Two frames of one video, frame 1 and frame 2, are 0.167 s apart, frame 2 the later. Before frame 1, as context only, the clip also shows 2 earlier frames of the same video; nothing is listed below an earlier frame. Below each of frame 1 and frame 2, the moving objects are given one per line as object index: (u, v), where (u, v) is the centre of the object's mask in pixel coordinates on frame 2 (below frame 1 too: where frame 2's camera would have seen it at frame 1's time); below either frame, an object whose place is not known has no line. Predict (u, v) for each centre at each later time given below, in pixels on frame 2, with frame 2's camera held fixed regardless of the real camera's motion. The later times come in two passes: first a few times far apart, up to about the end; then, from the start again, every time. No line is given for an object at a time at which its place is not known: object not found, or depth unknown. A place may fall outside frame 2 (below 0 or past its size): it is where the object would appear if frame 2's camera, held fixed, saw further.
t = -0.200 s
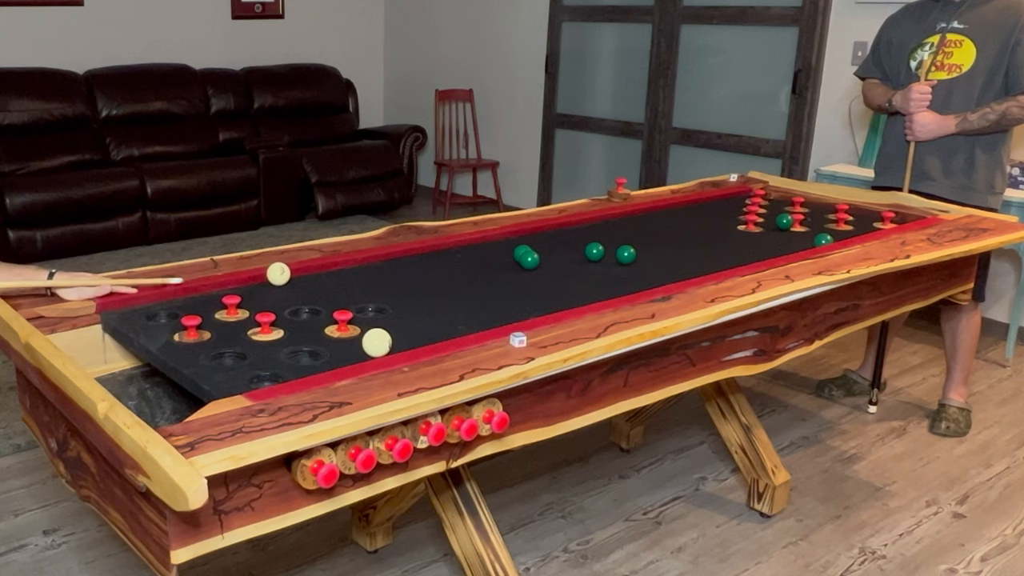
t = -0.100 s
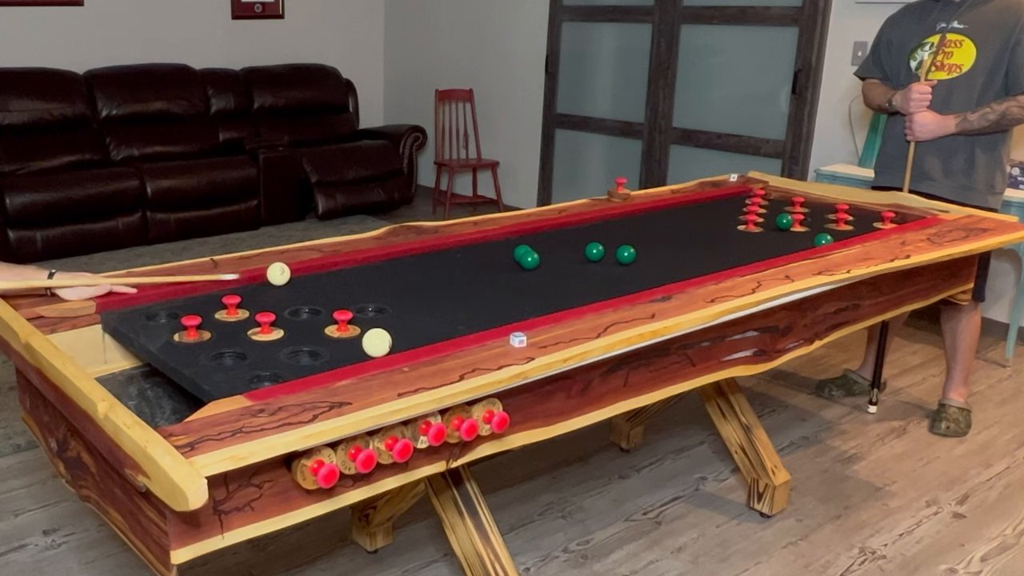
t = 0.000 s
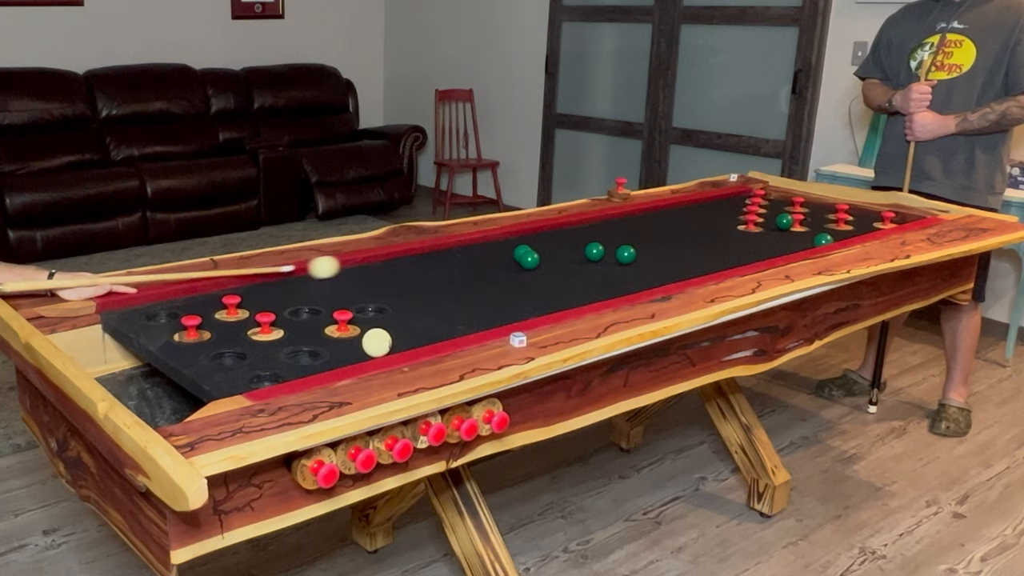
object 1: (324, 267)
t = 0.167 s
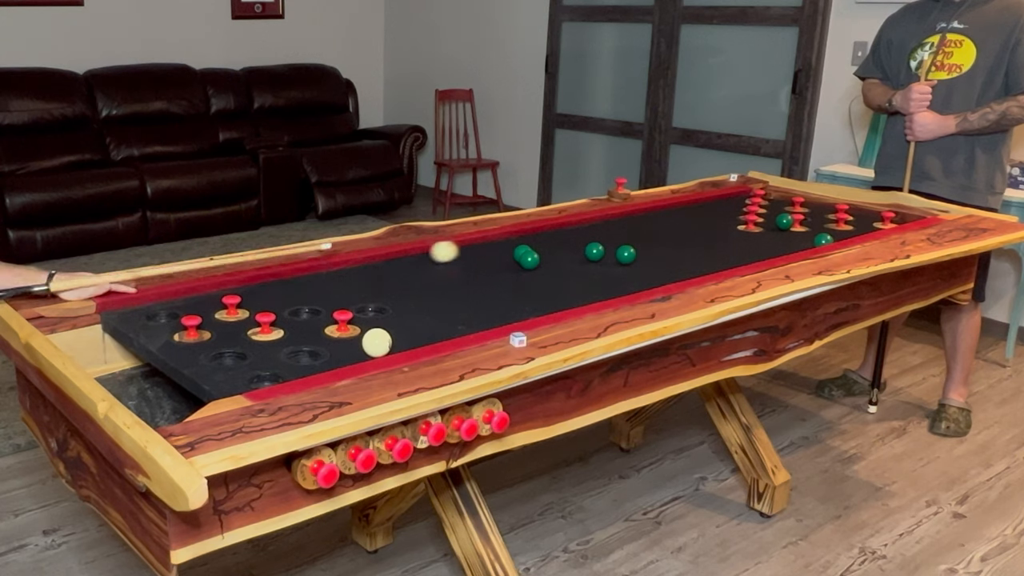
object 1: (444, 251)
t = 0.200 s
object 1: (465, 248)
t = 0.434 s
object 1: (586, 232)
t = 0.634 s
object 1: (672, 221)
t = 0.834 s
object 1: (744, 207)
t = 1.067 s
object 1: (734, 213)
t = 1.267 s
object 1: (709, 209)
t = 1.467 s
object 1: (686, 204)
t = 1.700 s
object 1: (695, 204)
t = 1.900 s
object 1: (708, 206)
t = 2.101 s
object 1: (720, 207)
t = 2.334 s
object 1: (733, 209)
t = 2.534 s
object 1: (738, 210)
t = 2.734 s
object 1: (739, 210)
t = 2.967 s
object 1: (740, 210)
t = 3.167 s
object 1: (739, 210)
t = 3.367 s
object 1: (739, 210)
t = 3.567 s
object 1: (739, 210)
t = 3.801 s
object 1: (739, 210)
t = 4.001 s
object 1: (739, 210)
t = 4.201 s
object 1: (739, 210)
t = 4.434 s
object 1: (739, 210)
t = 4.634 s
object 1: (740, 210)
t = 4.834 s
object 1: (739, 210)
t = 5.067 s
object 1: (740, 210)
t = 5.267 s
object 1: (739, 210)
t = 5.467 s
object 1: (740, 210)
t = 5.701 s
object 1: (740, 210)
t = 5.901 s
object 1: (739, 210)
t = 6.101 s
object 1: (740, 210)
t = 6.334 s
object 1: (739, 210)
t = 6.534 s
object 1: (739, 210)
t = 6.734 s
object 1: (740, 210)
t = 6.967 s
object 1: (740, 210)
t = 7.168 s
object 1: (740, 210)
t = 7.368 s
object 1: (740, 210)
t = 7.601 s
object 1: (740, 210)
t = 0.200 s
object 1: (465, 248)
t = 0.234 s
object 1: (484, 246)
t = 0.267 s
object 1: (503, 243)
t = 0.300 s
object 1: (520, 239)
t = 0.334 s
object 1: (538, 238)
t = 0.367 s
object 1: (554, 236)
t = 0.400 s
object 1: (570, 234)
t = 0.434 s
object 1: (586, 232)
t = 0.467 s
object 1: (600, 230)
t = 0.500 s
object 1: (615, 228)
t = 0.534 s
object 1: (630, 226)
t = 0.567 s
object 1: (644, 224)
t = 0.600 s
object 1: (658, 223)
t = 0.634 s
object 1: (672, 221)
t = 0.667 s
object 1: (686, 219)
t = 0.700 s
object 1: (699, 217)
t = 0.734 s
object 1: (712, 215)
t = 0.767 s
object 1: (725, 214)
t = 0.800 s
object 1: (736, 212)
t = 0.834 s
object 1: (744, 207)
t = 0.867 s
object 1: (745, 202)
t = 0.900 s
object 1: (745, 200)
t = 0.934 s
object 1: (745, 201)
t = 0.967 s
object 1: (744, 204)
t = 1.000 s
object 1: (742, 210)
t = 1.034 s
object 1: (738, 214)
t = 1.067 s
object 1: (734, 213)
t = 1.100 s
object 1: (730, 213)
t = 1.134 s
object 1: (726, 212)
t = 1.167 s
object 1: (721, 211)
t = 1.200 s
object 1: (717, 210)
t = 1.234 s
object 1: (713, 210)
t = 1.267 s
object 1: (709, 209)
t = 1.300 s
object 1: (705, 208)
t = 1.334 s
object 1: (701, 207)
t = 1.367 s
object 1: (697, 206)
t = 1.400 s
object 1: (693, 205)
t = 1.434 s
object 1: (690, 204)
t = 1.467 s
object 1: (686, 204)
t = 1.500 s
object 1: (682, 203)
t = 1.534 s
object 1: (681, 202)
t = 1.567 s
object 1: (684, 203)
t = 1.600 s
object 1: (687, 203)
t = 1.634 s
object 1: (690, 204)
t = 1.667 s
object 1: (693, 204)
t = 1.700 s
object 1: (695, 204)
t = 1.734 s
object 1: (697, 205)
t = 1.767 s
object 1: (699, 205)
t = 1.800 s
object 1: (702, 205)
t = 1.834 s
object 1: (704, 205)
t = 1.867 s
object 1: (706, 206)
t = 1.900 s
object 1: (708, 206)
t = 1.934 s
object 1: (710, 206)
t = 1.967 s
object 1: (712, 206)
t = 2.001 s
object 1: (714, 207)
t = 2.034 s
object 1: (716, 207)
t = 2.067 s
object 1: (718, 207)
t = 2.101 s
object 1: (720, 207)
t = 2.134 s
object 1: (722, 208)
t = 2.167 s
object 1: (724, 208)
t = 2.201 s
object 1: (726, 208)
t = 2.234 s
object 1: (727, 208)
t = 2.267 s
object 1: (730, 209)
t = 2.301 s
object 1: (731, 209)
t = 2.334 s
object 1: (733, 209)
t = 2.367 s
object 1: (734, 209)
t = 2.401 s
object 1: (736, 209)
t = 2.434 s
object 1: (737, 209)
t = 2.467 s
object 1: (737, 209)
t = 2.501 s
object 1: (737, 209)
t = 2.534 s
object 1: (738, 210)
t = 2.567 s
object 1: (738, 209)
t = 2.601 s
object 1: (738, 210)
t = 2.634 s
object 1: (739, 210)
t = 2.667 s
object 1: (739, 210)
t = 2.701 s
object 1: (739, 210)
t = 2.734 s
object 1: (739, 210)
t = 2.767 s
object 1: (739, 210)
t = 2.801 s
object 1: (739, 210)
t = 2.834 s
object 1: (739, 210)
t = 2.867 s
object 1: (739, 210)
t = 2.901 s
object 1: (739, 210)
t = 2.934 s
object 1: (739, 210)
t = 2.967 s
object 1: (740, 210)
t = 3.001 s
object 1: (739, 210)
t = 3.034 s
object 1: (739, 210)
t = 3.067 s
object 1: (739, 210)
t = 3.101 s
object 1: (739, 210)
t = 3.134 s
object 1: (739, 210)
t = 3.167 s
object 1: (739, 210)
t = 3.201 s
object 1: (739, 210)
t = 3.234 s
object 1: (739, 210)
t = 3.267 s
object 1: (739, 210)
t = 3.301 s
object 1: (739, 210)
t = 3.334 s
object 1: (739, 210)
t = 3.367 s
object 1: (739, 210)
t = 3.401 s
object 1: (739, 210)
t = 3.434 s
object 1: (739, 210)
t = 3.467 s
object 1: (739, 210)
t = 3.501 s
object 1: (739, 210)
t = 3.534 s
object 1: (739, 210)
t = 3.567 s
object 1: (739, 210)
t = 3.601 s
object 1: (739, 210)
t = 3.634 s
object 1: (739, 210)
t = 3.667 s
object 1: (739, 210)
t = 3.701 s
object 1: (739, 210)
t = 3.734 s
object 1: (739, 210)
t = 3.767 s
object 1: (739, 210)
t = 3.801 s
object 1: (739, 210)
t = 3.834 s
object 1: (739, 210)
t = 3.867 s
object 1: (739, 210)
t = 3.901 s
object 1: (739, 210)
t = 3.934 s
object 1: (739, 210)
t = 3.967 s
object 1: (739, 210)
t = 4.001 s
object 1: (739, 210)
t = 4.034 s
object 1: (739, 210)
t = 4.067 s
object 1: (739, 210)
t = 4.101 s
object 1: (739, 210)
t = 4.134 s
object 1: (739, 210)
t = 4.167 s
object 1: (739, 210)
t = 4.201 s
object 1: (739, 210)
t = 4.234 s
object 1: (740, 210)
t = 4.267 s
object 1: (740, 210)
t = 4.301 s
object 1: (740, 210)
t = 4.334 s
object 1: (740, 210)
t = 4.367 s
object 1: (739, 210)
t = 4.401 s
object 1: (739, 210)
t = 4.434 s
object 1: (739, 210)
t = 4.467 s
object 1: (739, 210)
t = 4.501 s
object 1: (739, 210)
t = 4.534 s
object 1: (739, 210)
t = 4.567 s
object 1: (739, 210)
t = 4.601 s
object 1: (740, 210)
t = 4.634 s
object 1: (740, 210)
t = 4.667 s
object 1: (740, 210)
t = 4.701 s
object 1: (740, 210)
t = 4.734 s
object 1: (740, 210)
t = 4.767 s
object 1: (740, 210)
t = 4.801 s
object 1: (739, 210)
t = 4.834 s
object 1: (739, 210)
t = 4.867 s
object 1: (739, 210)
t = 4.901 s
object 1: (740, 210)
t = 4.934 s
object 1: (740, 210)
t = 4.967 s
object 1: (740, 210)
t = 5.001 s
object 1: (740, 210)
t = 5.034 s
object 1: (739, 210)
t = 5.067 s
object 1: (740, 210)
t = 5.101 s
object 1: (740, 210)
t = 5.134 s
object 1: (739, 210)
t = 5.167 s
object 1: (739, 210)
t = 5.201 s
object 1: (739, 210)
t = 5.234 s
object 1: (740, 210)
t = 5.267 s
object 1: (739, 210)
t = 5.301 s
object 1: (740, 210)
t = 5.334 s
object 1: (739, 210)
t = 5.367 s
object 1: (739, 210)
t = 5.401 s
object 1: (740, 210)
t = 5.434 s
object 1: (739, 210)
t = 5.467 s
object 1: (740, 210)
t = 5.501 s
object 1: (740, 210)
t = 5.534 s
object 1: (739, 210)
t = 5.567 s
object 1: (740, 210)
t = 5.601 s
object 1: (739, 210)
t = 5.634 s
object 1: (740, 210)
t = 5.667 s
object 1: (740, 210)
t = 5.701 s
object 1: (740, 210)
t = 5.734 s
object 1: (739, 210)
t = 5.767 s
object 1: (739, 210)
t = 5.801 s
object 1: (739, 210)
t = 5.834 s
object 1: (739, 210)
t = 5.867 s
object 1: (740, 210)
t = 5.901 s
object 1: (739, 210)
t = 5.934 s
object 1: (739, 210)
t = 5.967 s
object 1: (739, 210)
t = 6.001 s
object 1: (740, 210)
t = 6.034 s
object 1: (739, 210)
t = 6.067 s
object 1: (739, 210)
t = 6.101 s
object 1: (740, 210)
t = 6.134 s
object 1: (740, 210)
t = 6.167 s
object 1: (740, 210)
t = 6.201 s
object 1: (740, 210)
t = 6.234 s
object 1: (740, 210)
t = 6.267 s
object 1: (739, 210)
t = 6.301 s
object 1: (739, 210)
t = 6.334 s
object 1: (739, 210)
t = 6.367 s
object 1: (739, 210)
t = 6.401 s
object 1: (739, 210)
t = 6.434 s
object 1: (740, 210)
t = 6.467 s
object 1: (740, 210)
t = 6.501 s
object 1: (740, 210)
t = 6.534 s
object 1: (739, 210)
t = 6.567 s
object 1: (739, 210)
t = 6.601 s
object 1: (740, 210)
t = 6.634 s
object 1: (739, 210)
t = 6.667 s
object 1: (740, 210)
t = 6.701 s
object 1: (740, 210)
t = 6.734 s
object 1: (740, 210)
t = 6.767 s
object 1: (739, 210)
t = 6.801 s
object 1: (739, 210)
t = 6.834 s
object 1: (740, 210)
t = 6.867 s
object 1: (739, 210)
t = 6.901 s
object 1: (739, 210)
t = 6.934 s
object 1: (740, 210)
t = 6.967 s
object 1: (740, 210)
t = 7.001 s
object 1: (740, 210)
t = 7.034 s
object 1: (740, 210)
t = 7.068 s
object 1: (739, 210)
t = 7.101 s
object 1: (740, 210)
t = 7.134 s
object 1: (740, 210)
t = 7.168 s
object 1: (740, 210)
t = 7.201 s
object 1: (740, 210)
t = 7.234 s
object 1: (740, 210)
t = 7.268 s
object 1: (740, 210)
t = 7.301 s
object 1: (740, 210)
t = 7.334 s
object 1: (740, 210)
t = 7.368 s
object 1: (740, 210)
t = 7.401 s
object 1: (740, 210)
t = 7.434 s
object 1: (740, 210)
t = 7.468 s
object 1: (740, 210)
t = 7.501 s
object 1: (740, 210)
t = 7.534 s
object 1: (740, 210)
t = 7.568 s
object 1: (740, 210)
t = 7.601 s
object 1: (740, 210)
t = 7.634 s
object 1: (740, 210)
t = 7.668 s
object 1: (740, 210)
